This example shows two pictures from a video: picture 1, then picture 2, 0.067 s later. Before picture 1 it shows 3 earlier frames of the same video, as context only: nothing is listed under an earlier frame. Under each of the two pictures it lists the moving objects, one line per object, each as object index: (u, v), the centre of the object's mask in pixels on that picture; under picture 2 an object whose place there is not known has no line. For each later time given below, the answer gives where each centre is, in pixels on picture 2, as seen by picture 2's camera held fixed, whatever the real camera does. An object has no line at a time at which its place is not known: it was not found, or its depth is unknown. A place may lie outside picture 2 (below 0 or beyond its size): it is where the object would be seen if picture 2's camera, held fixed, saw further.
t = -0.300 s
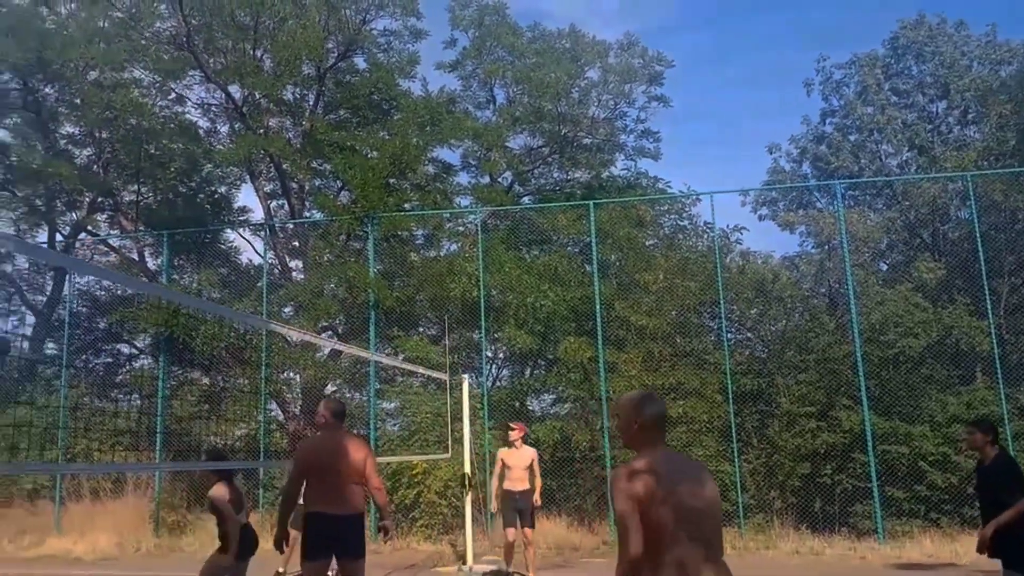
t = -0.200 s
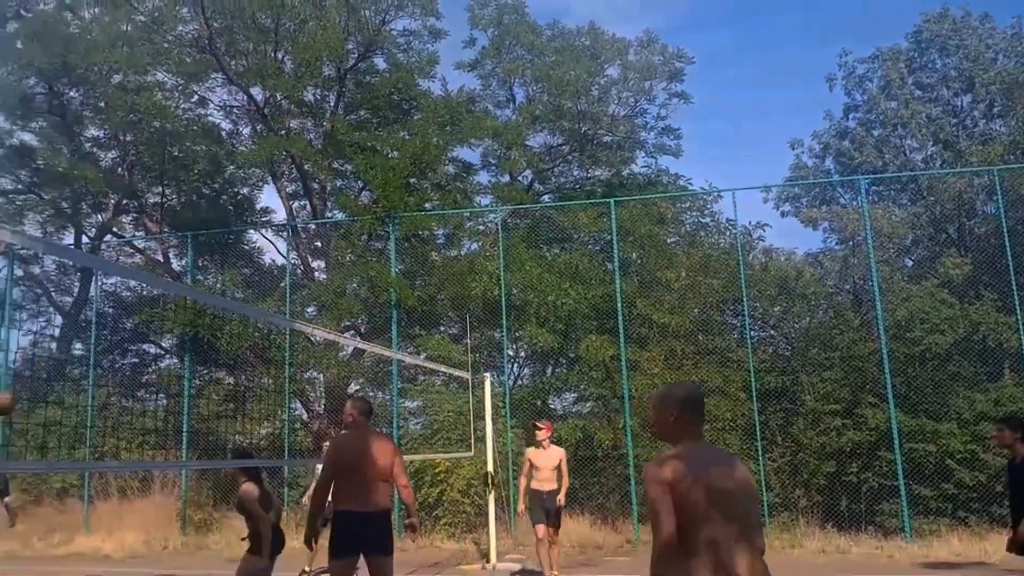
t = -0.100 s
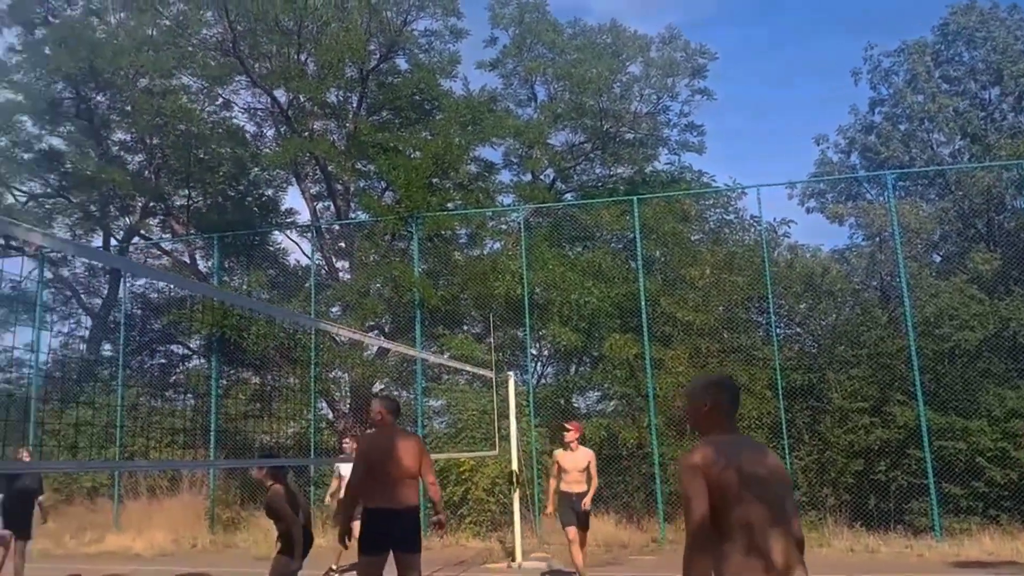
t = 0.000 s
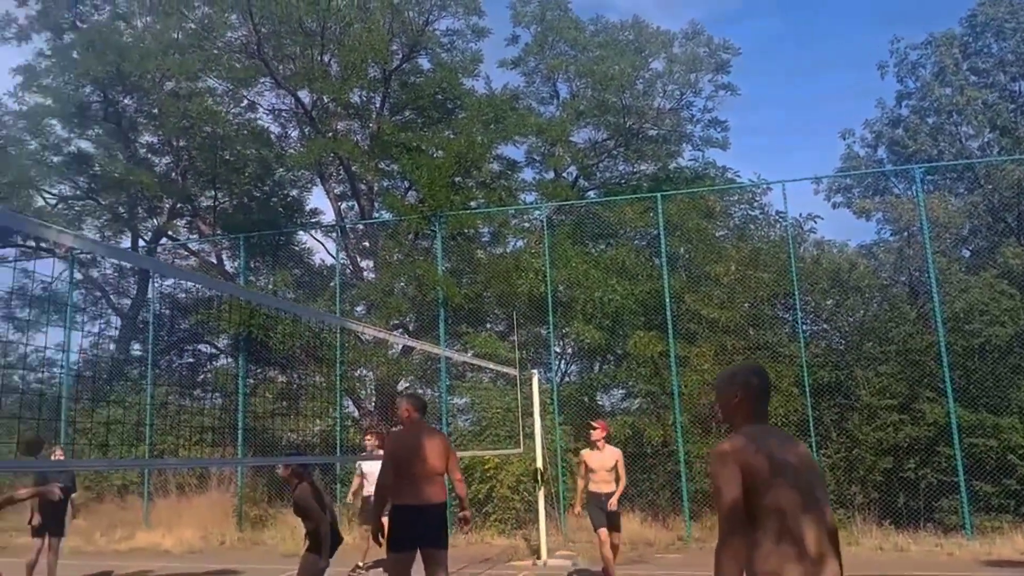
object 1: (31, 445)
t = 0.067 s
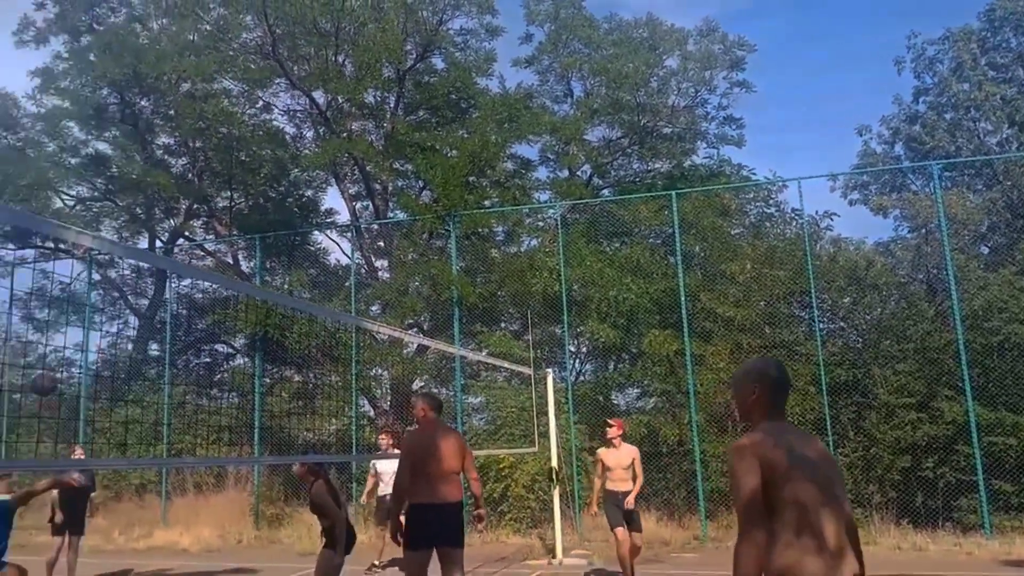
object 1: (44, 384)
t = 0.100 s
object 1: (43, 356)
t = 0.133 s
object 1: (42, 329)
